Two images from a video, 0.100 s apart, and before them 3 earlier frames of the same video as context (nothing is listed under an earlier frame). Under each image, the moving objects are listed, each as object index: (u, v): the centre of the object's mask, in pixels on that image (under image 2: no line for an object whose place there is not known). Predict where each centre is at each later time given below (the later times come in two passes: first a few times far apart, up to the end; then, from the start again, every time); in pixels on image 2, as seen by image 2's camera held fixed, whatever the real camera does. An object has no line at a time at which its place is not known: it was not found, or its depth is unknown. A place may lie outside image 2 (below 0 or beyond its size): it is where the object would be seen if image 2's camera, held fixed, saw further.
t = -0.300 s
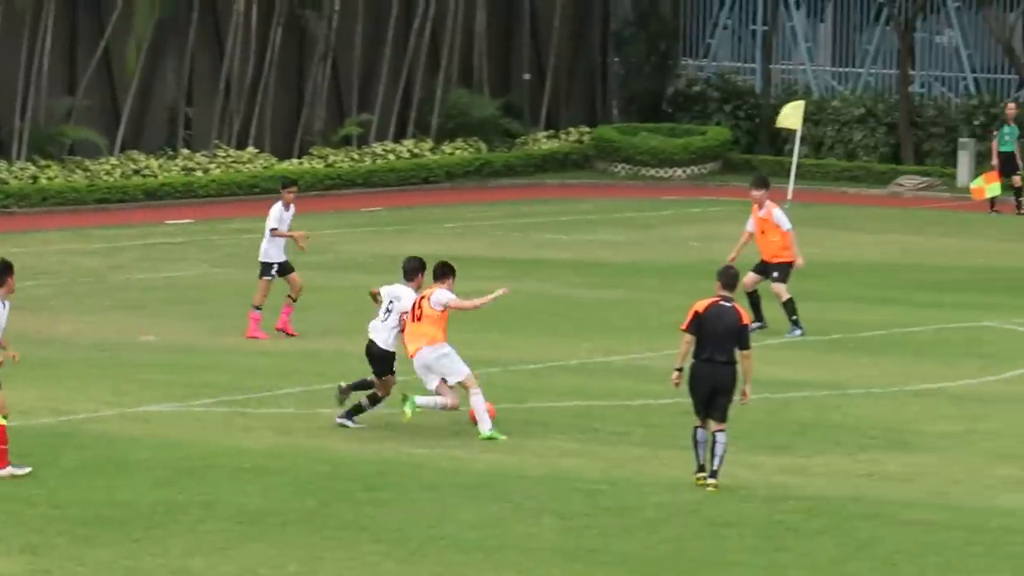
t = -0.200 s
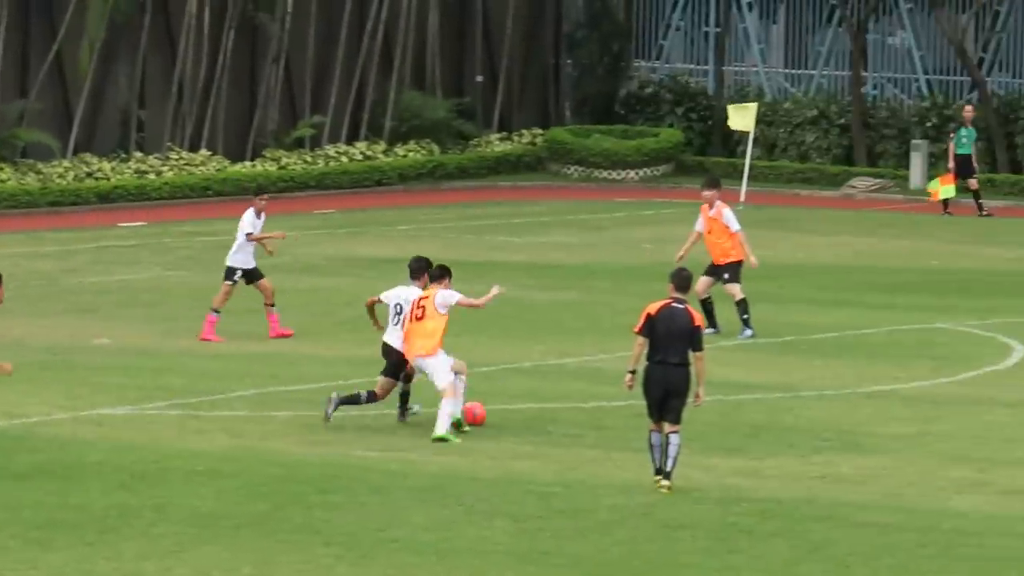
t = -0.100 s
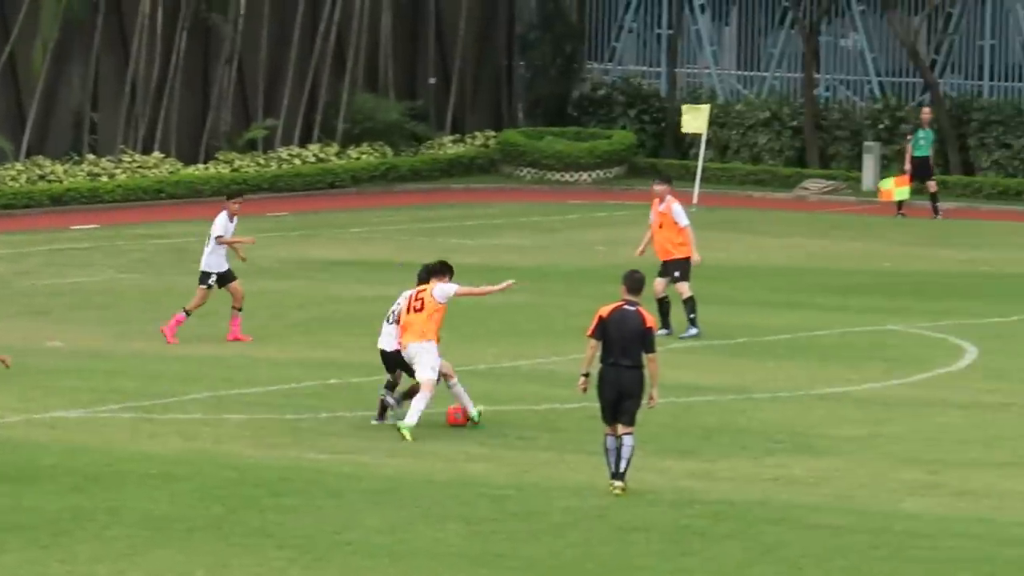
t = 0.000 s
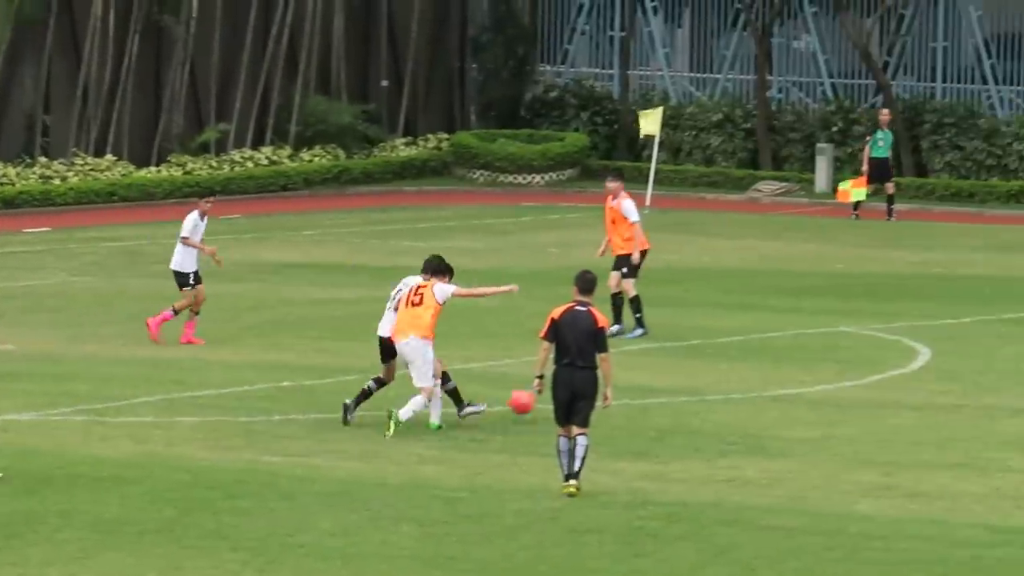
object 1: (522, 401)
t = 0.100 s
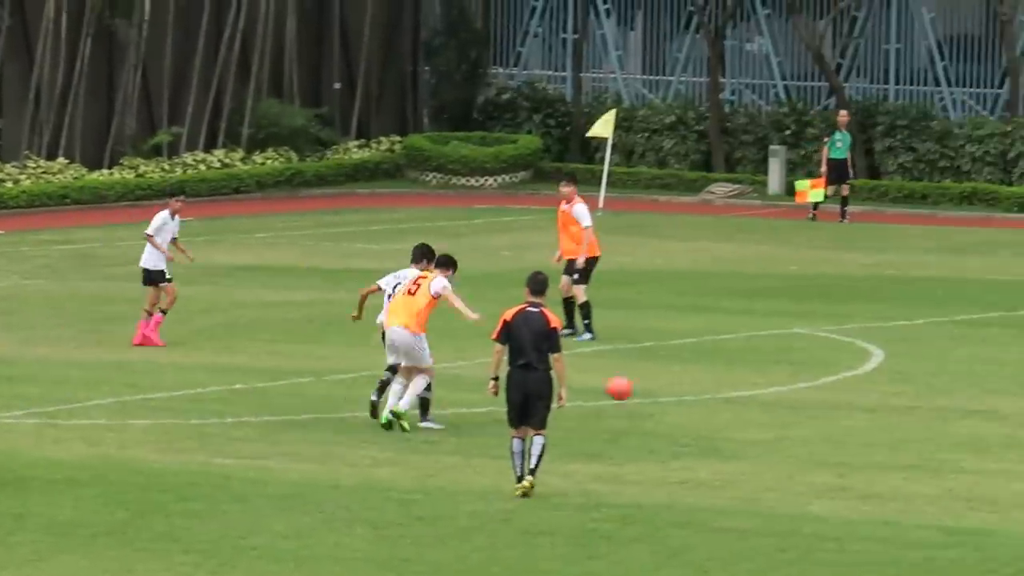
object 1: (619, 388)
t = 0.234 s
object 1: (803, 388)
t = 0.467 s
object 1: (1068, 372)
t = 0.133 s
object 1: (665, 385)
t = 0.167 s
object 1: (712, 385)
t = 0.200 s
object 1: (758, 385)
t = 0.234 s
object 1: (803, 388)
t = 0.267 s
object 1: (847, 391)
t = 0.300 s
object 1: (891, 396)
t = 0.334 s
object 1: (931, 394)
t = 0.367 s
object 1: (966, 387)
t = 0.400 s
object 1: (1000, 380)
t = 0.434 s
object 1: (1034, 375)
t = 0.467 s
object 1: (1068, 372)
